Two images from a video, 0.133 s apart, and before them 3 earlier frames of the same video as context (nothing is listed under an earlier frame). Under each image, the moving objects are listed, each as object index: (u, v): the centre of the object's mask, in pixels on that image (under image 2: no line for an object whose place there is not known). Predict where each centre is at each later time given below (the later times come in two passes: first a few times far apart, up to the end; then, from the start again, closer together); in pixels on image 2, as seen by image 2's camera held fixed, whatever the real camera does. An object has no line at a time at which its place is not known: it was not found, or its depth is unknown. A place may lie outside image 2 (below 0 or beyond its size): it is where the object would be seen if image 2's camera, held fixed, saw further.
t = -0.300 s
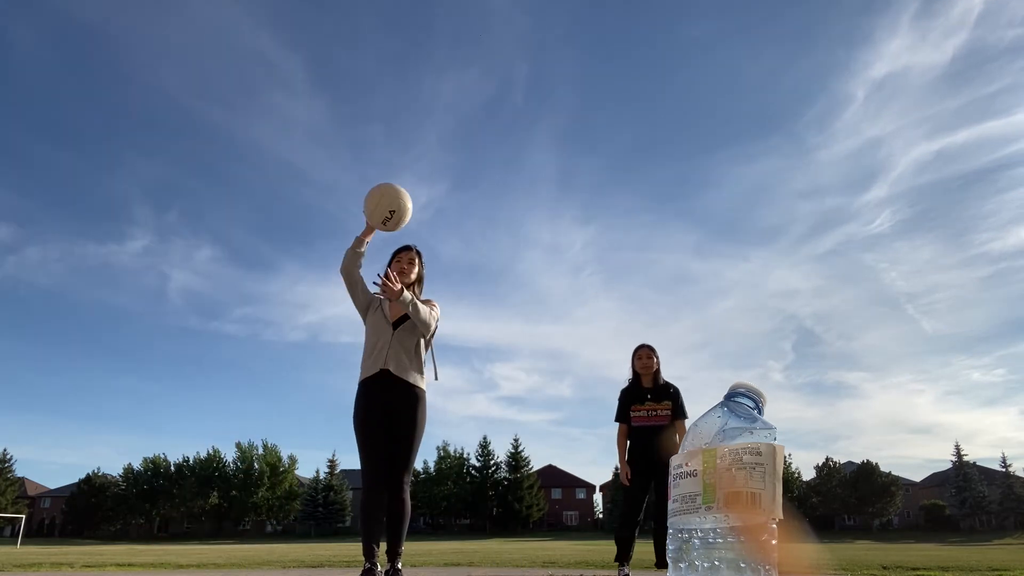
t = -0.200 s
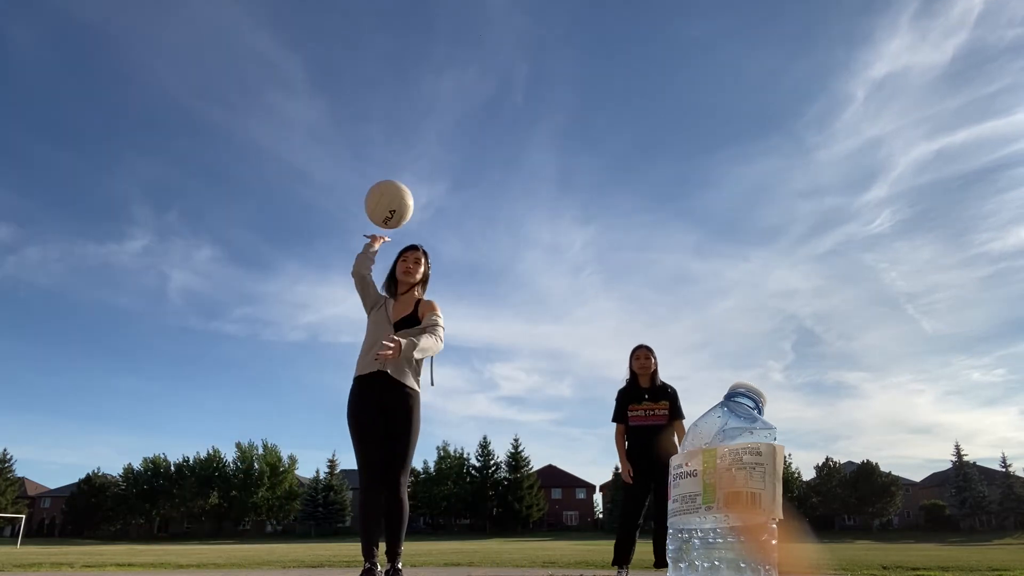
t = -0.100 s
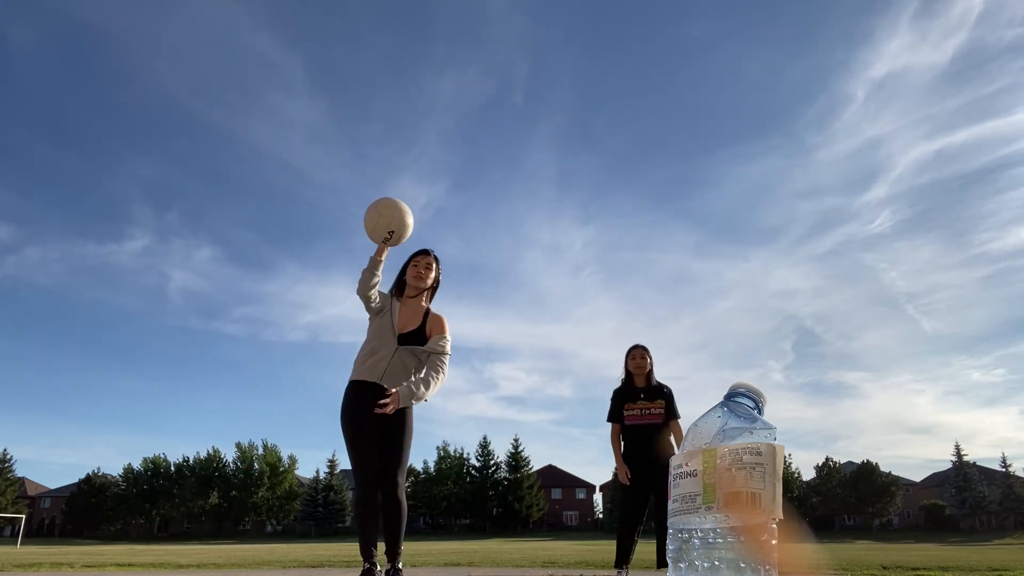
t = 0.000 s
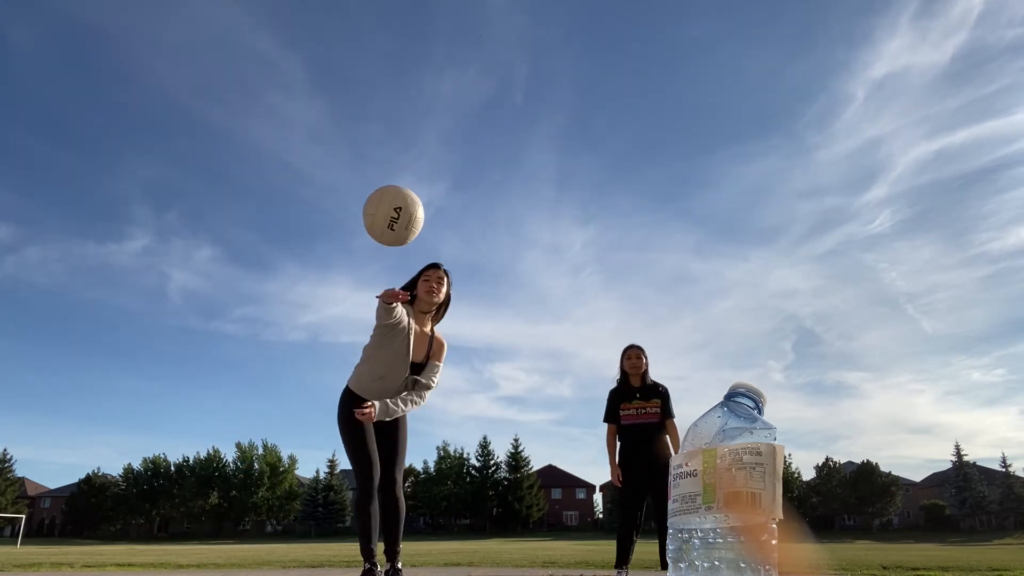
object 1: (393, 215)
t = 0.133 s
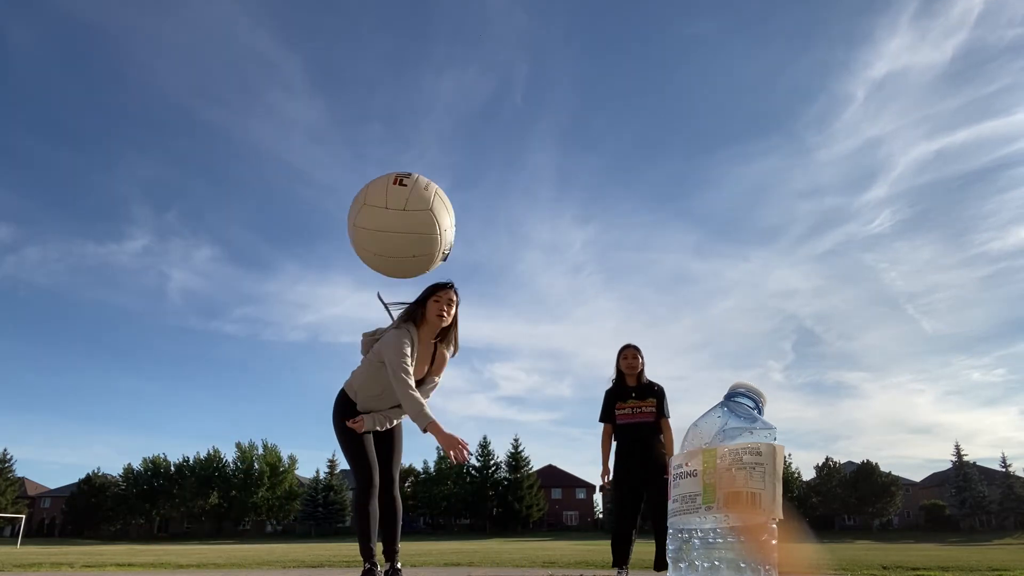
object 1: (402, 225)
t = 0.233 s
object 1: (396, 352)
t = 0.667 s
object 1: (539, 27)
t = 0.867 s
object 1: (545, 245)
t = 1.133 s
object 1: (554, 524)
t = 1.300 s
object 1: (563, 435)
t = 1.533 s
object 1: (578, 491)
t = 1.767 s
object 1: (590, 519)
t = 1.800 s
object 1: (592, 518)
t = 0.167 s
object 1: (402, 243)
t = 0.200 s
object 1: (401, 277)
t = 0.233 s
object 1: (396, 352)
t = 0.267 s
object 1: (385, 455)
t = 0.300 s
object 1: (401, 215)
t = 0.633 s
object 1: (537, 12)
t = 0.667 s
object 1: (539, 27)
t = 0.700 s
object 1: (541, 44)
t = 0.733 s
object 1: (543, 70)
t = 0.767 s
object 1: (543, 112)
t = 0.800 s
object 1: (544, 155)
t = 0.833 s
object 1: (544, 201)
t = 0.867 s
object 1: (545, 245)
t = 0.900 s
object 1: (546, 291)
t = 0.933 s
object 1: (547, 336)
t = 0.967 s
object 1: (548, 385)
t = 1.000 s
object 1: (549, 434)
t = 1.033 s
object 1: (549, 488)
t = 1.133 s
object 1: (554, 524)
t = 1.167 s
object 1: (556, 496)
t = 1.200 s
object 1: (558, 474)
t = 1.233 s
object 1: (559, 456)
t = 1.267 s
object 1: (561, 443)
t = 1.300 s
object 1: (563, 435)
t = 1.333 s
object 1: (565, 430)
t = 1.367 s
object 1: (567, 430)
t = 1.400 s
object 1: (569, 434)
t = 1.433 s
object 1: (571, 443)
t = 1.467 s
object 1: (573, 455)
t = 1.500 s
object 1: (575, 471)
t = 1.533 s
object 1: (578, 491)
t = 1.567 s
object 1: (579, 515)
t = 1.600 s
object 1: (582, 541)
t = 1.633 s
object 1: (583, 554)
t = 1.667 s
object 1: (585, 545)
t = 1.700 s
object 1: (587, 535)
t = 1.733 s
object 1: (588, 525)
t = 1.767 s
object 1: (590, 519)
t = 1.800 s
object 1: (592, 518)
